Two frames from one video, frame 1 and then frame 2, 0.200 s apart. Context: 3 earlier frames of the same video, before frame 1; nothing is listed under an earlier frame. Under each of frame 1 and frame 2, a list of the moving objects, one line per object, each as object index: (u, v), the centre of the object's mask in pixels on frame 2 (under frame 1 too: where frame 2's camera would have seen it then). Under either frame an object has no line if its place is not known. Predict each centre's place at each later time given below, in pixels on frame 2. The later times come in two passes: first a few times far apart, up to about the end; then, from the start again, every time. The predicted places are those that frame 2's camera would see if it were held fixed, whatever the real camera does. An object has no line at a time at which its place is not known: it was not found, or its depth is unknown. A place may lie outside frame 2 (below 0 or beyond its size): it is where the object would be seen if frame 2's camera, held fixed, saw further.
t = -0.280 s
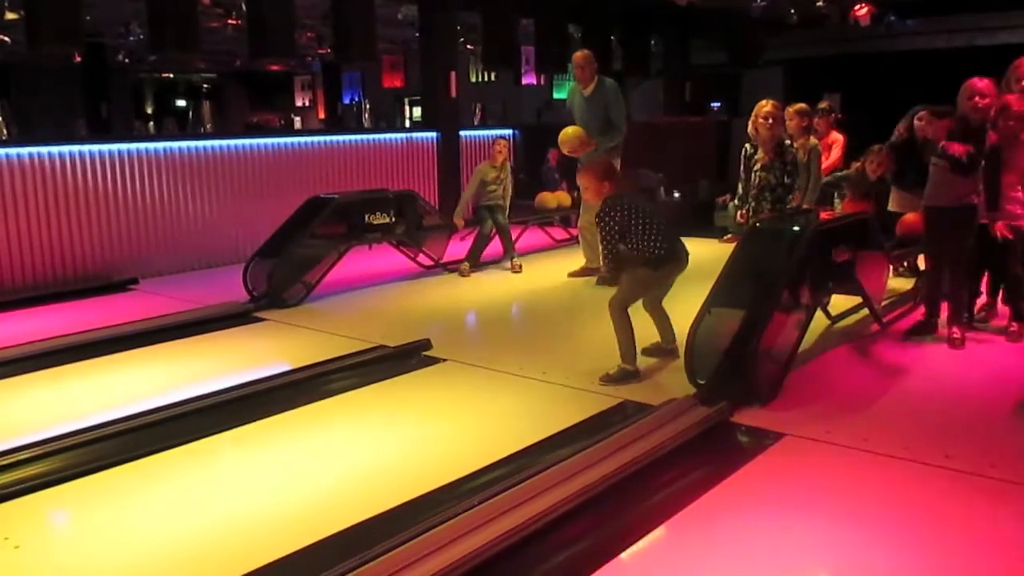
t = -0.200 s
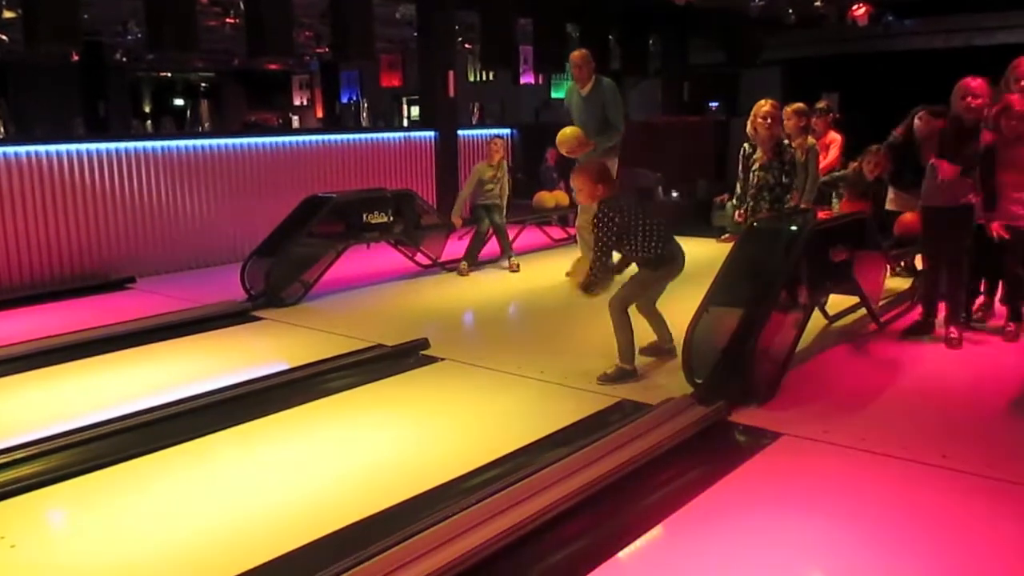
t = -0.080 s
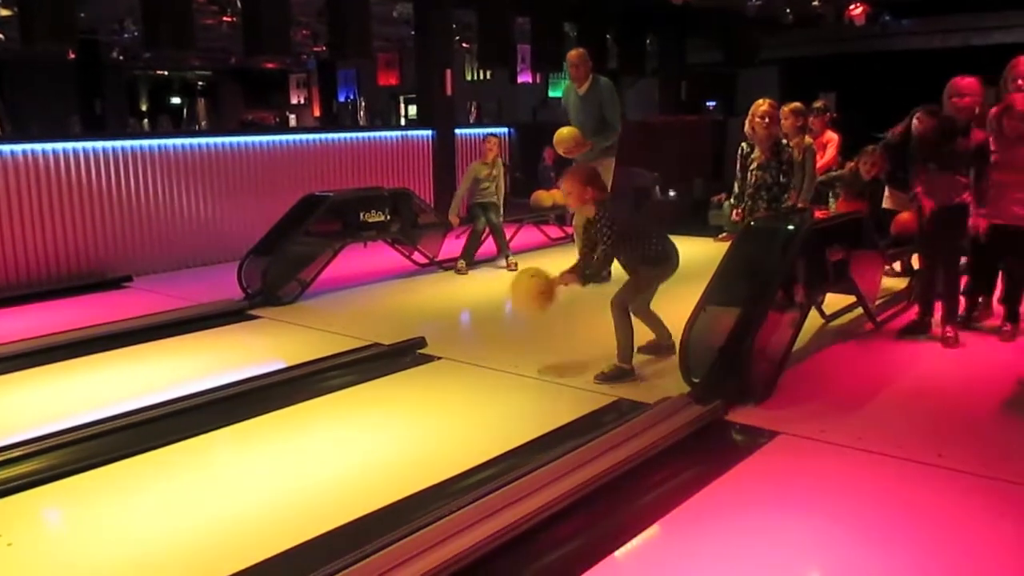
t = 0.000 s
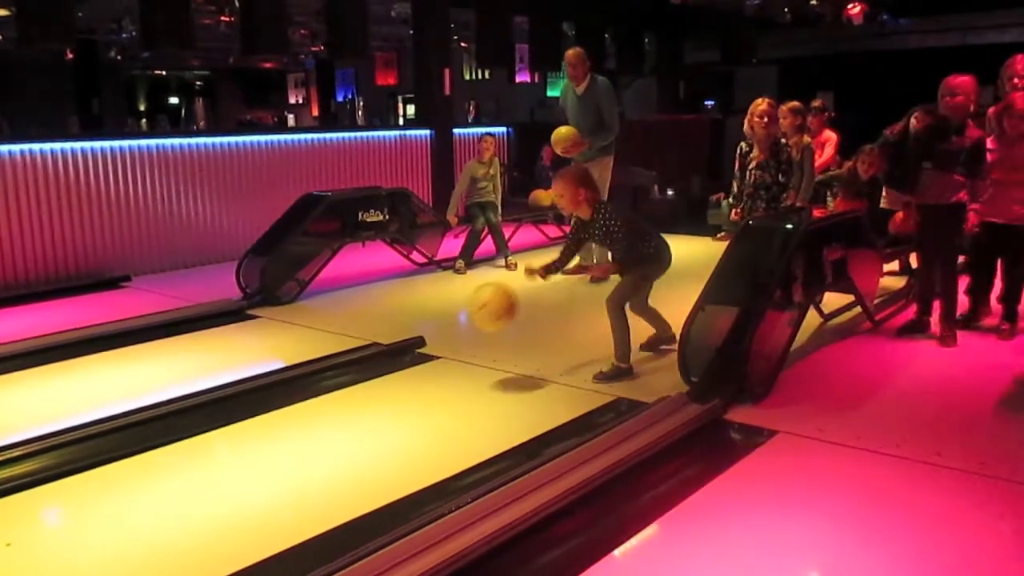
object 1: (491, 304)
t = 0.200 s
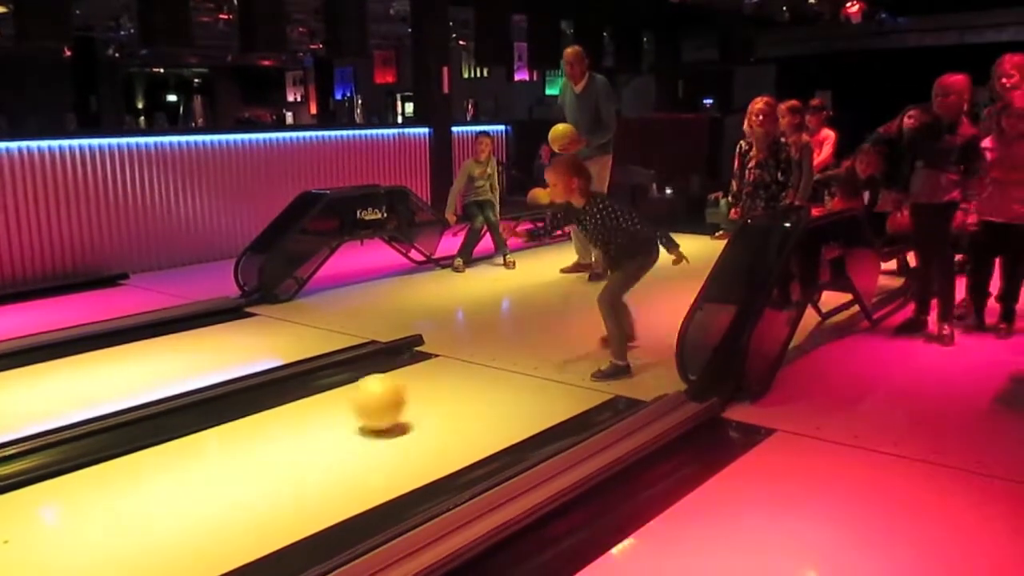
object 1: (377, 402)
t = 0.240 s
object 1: (352, 408)
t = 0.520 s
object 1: (124, 488)
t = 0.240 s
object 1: (352, 408)
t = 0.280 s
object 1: (324, 419)
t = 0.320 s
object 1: (295, 431)
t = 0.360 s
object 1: (263, 442)
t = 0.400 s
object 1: (233, 452)
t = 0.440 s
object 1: (199, 463)
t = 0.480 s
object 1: (163, 475)
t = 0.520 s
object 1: (124, 488)
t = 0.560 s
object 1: (85, 501)
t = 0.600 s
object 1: (44, 516)
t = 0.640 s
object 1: (22, 528)
